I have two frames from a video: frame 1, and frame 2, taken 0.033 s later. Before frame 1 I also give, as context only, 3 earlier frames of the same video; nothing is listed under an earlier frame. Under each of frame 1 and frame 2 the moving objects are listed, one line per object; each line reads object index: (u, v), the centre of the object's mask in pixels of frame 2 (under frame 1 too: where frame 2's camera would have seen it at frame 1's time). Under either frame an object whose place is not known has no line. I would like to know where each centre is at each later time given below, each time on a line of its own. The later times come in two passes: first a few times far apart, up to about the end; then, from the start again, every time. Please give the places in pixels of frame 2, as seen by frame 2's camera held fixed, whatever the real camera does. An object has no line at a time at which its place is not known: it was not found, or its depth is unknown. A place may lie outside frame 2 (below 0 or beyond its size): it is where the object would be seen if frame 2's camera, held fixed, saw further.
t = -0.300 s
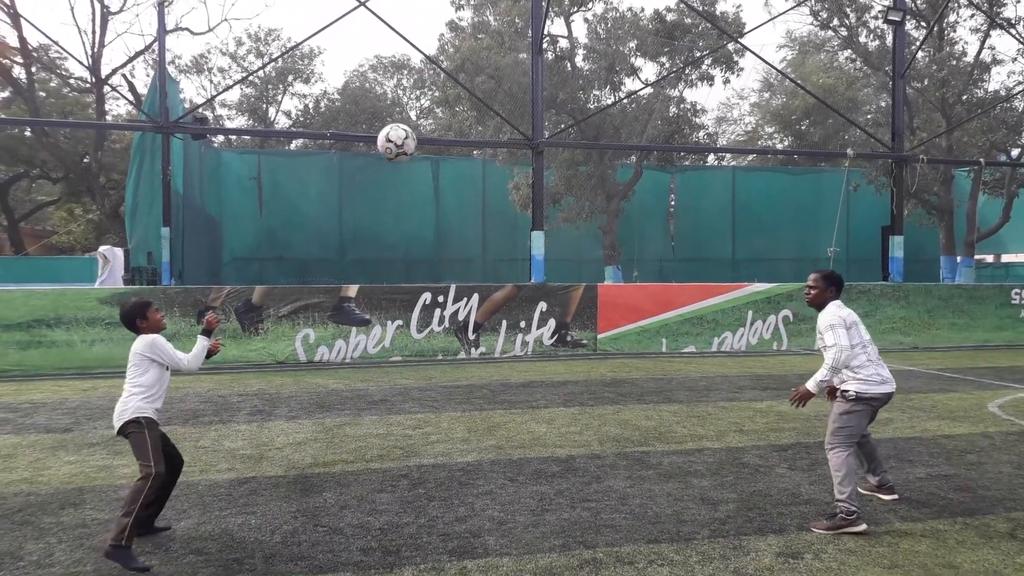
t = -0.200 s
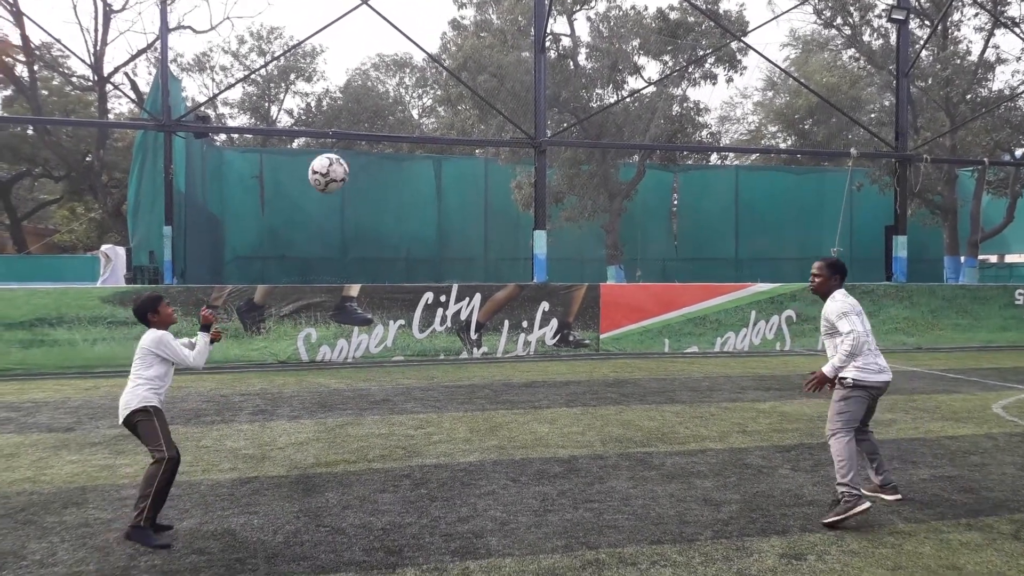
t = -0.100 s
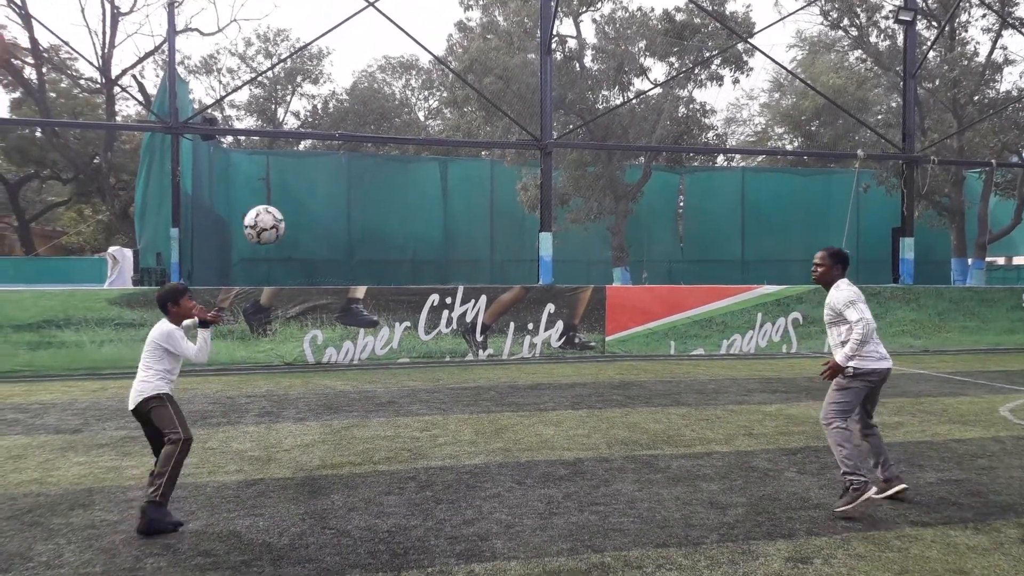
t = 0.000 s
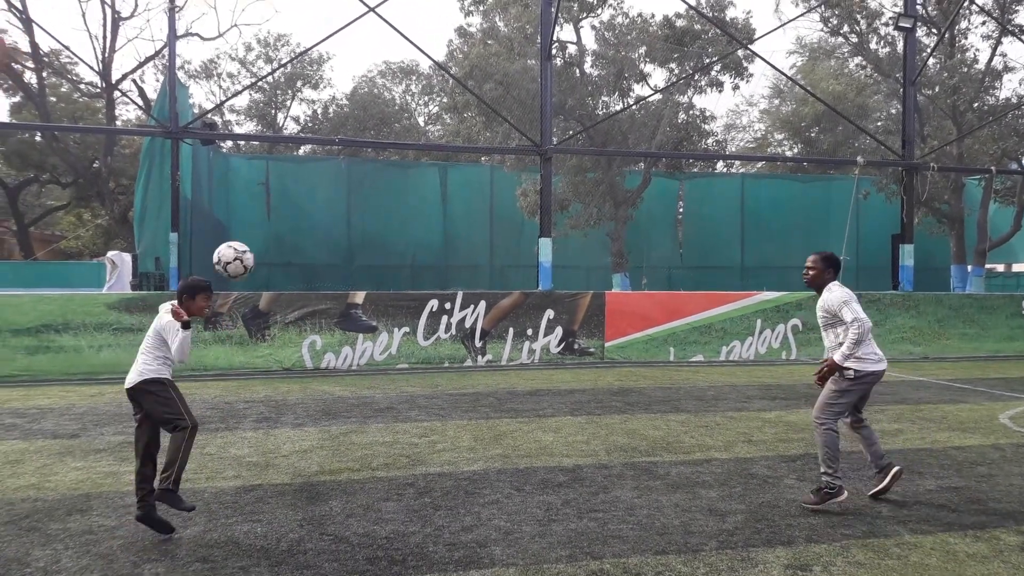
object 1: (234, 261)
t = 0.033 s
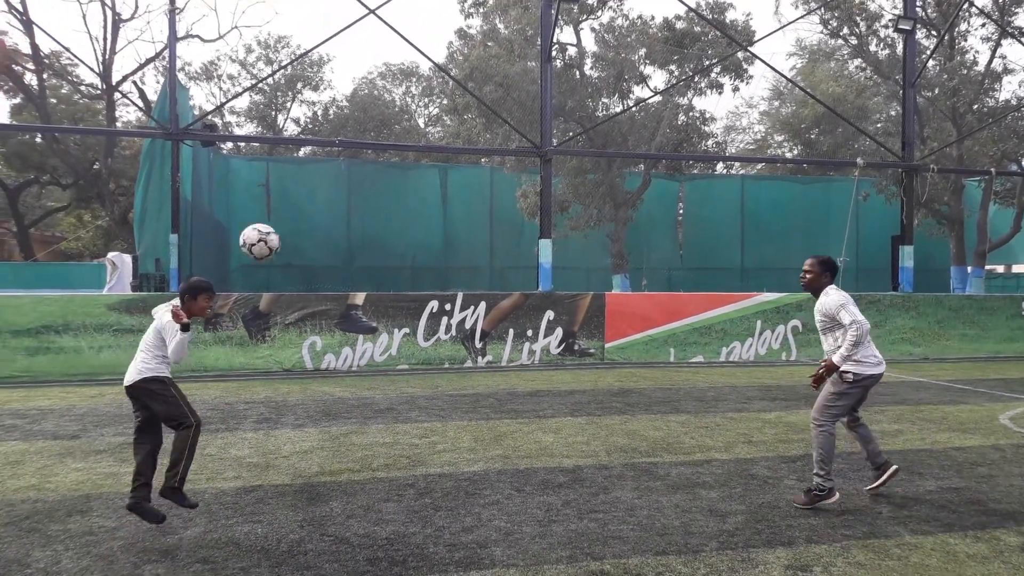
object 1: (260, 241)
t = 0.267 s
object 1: (432, 162)
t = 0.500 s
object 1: (588, 172)
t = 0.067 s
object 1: (285, 224)
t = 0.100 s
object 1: (311, 209)
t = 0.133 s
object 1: (336, 196)
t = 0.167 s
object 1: (361, 185)
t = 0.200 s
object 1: (385, 175)
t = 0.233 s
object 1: (409, 168)
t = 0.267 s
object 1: (432, 162)
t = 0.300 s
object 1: (455, 158)
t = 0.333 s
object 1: (478, 156)
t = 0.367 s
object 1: (500, 156)
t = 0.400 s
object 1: (523, 158)
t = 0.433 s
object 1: (545, 160)
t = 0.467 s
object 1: (566, 165)
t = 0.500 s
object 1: (588, 172)
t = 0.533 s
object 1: (609, 180)
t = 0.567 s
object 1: (630, 191)
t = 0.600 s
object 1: (651, 202)
